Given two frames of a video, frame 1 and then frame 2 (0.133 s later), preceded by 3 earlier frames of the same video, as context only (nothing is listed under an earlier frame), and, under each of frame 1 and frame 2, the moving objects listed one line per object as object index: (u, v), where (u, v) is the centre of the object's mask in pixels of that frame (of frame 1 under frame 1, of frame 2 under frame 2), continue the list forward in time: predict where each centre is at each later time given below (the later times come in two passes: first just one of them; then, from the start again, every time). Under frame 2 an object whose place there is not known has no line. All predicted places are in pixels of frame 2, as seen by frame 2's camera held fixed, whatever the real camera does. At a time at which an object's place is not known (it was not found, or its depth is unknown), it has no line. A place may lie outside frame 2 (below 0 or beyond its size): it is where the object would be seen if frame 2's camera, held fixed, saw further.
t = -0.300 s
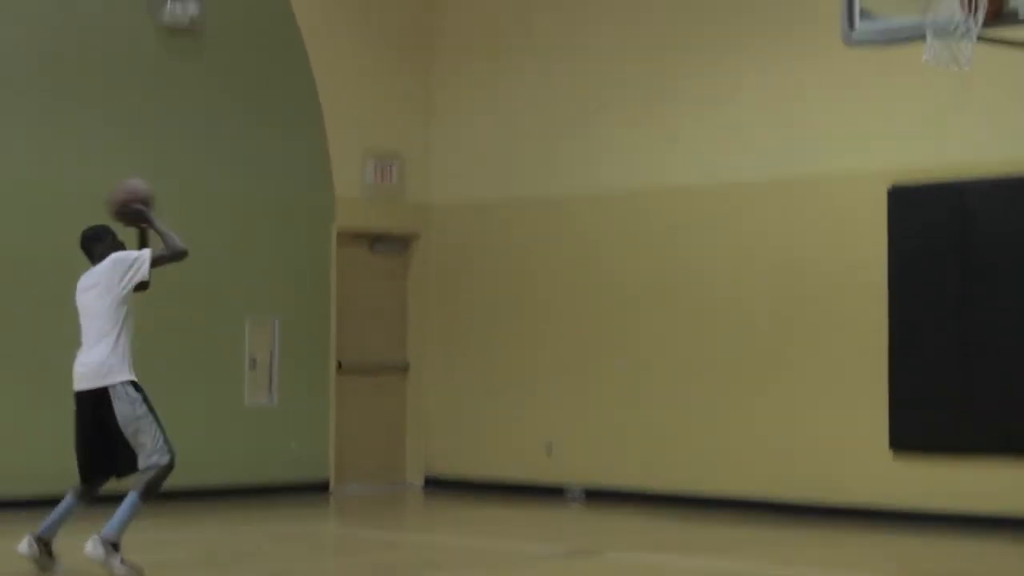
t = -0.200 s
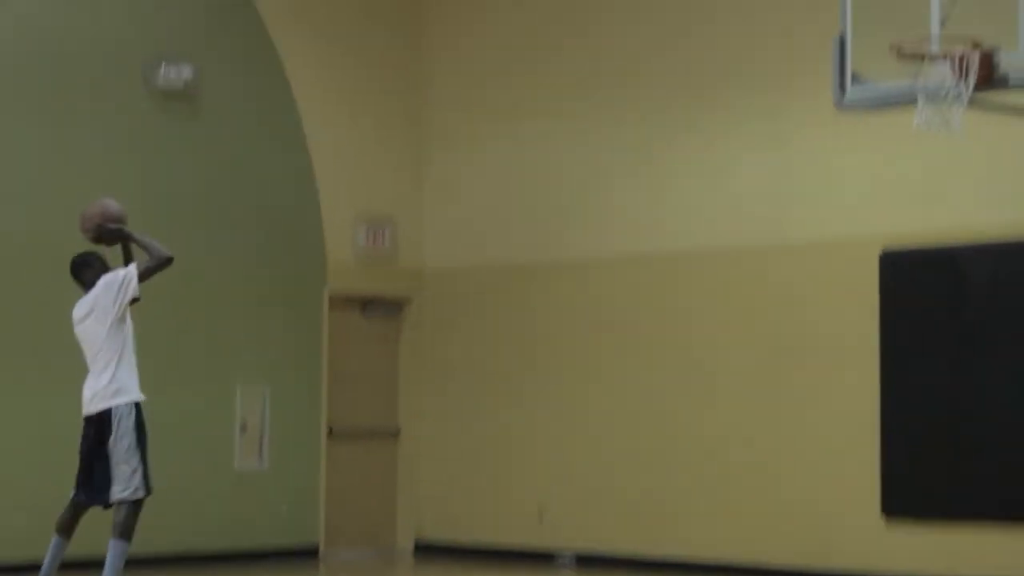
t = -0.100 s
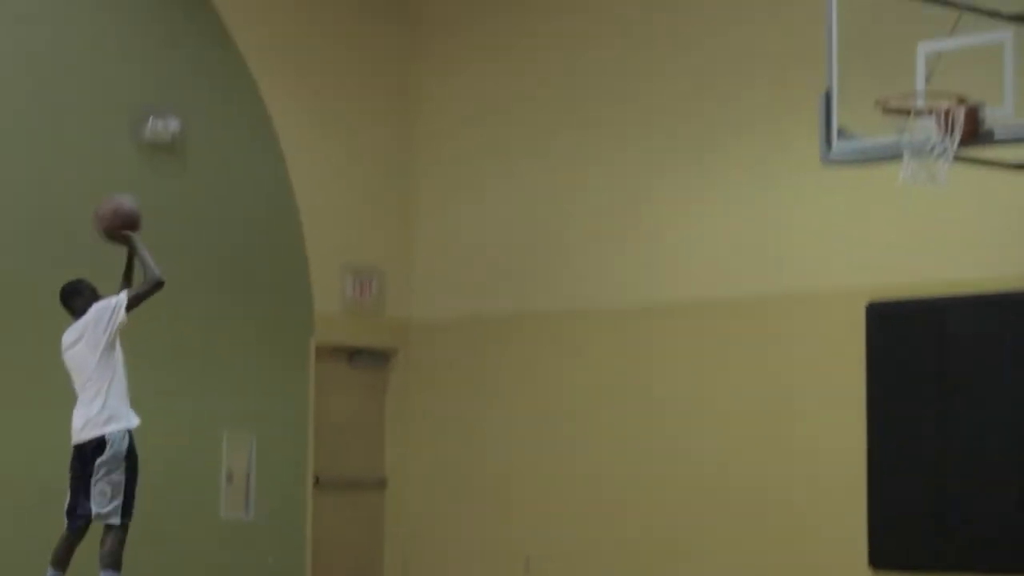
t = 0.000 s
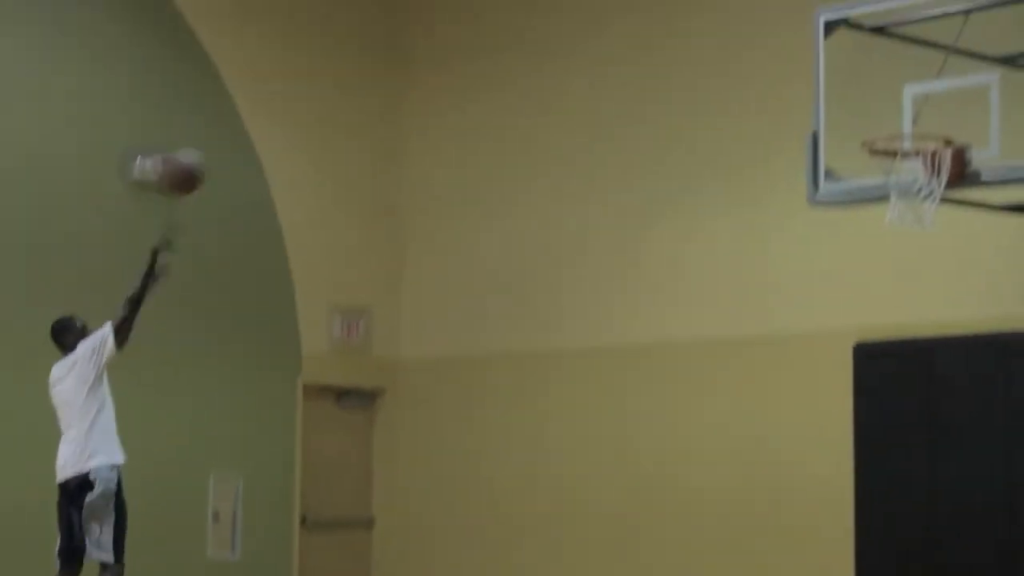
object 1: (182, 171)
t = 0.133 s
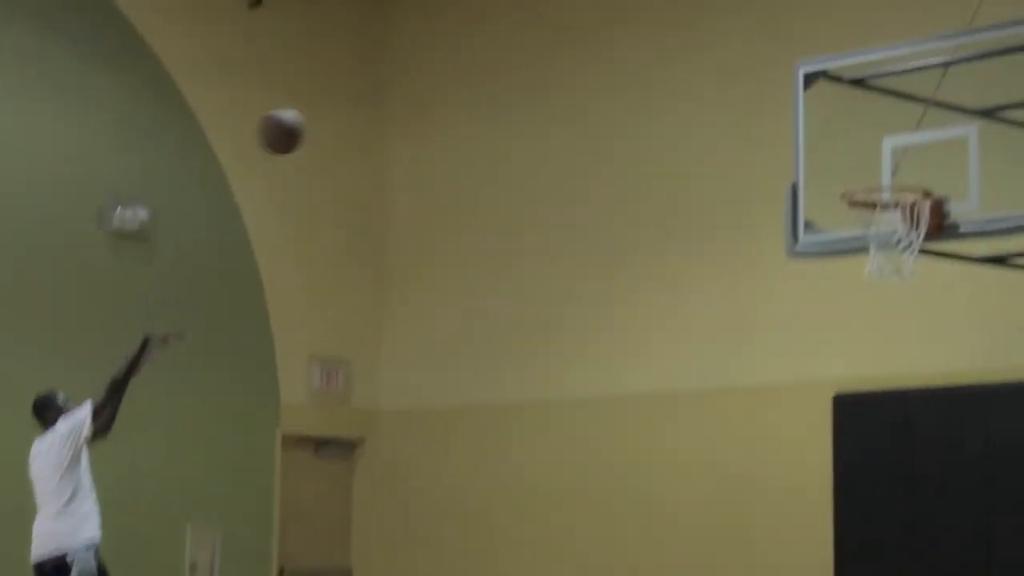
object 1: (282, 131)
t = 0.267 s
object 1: (398, 73)
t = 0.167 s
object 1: (311, 112)
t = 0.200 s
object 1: (340, 98)
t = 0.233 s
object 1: (369, 84)
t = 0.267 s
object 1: (398, 73)
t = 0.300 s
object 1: (428, 63)
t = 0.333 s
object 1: (455, 56)
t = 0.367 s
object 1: (485, 50)
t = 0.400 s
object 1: (513, 48)
